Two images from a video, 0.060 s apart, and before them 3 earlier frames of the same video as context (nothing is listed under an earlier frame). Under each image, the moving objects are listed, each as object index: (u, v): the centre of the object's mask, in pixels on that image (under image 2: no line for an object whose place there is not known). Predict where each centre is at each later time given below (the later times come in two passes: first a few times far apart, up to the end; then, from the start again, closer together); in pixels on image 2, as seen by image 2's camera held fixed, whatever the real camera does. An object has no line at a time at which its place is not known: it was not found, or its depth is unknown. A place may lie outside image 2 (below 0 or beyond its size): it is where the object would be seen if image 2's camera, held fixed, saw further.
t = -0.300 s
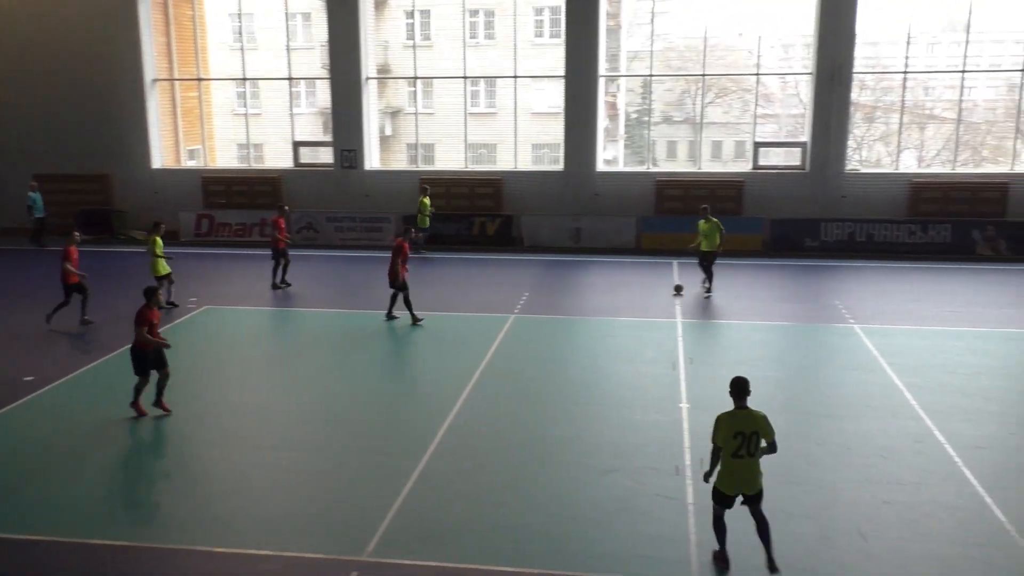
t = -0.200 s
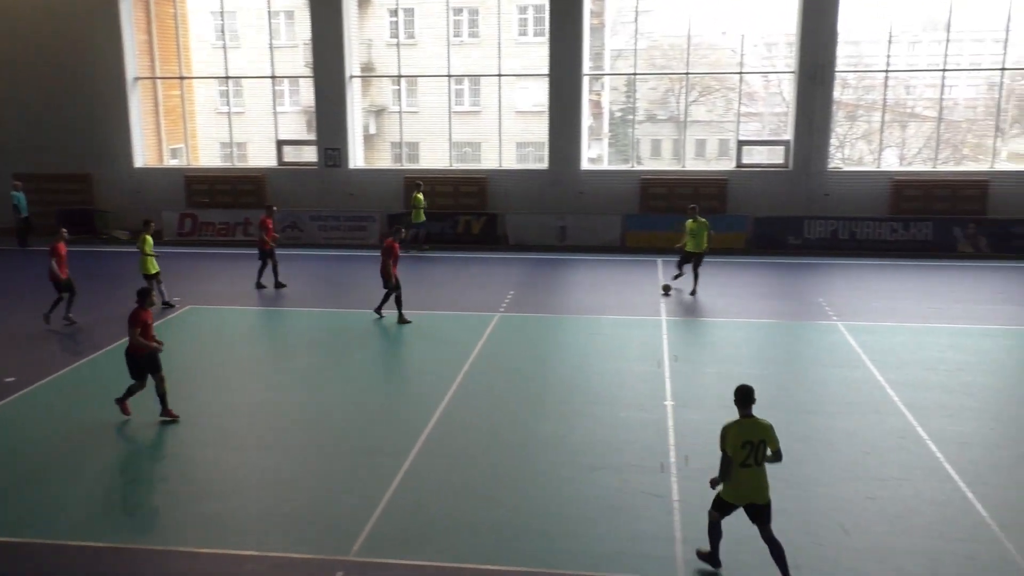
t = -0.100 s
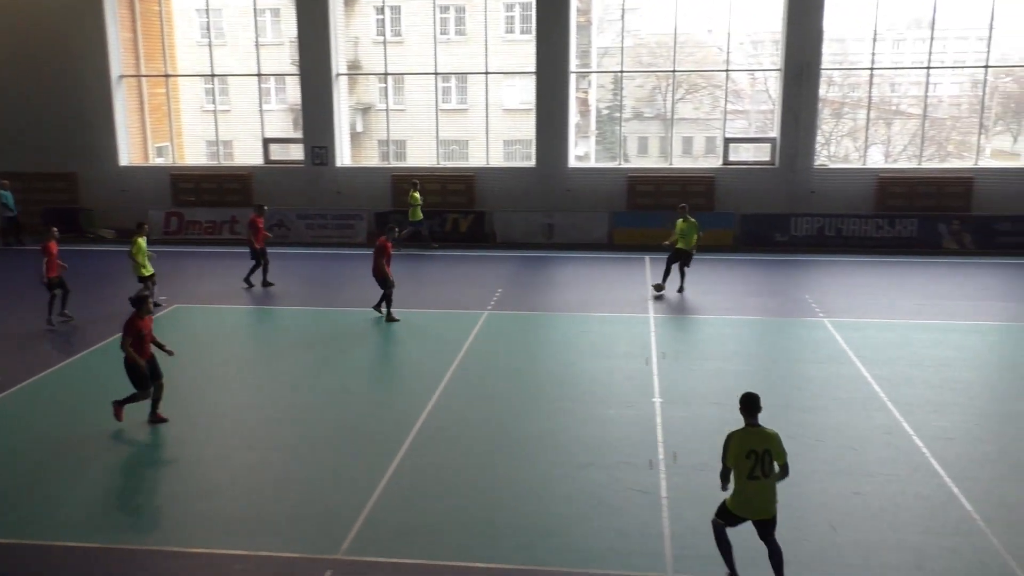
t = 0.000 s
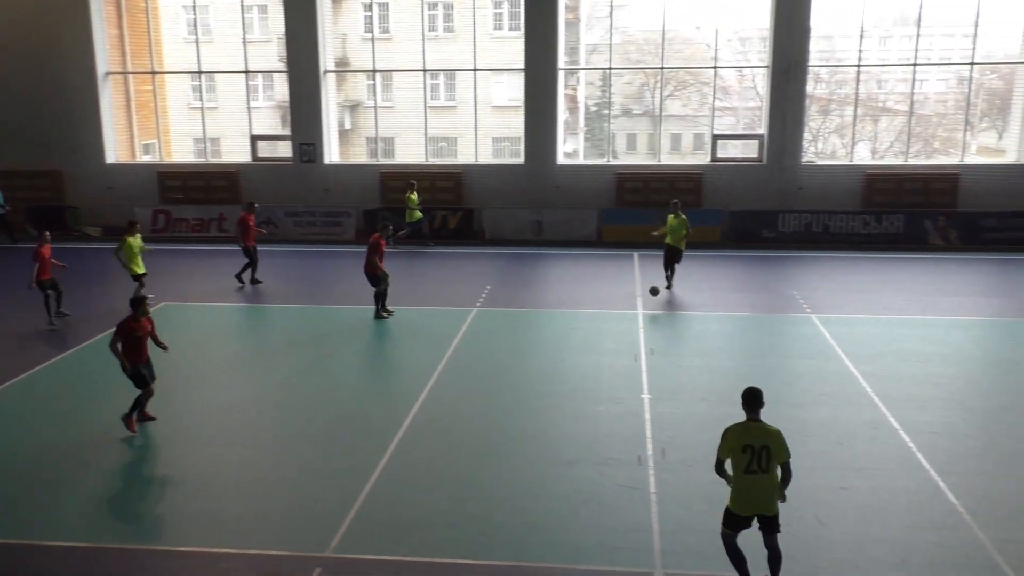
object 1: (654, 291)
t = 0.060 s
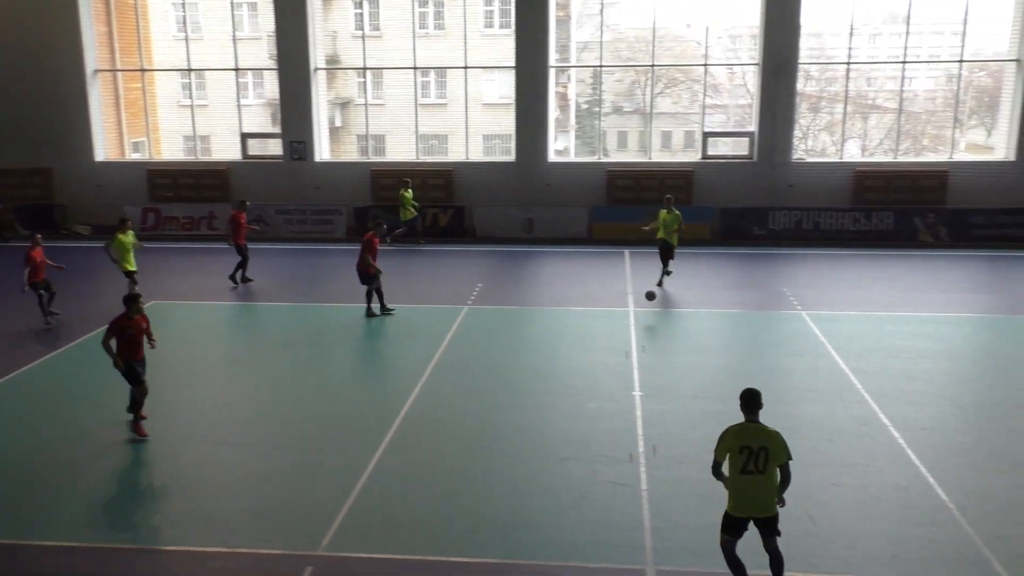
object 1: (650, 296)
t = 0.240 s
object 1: (670, 335)
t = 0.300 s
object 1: (679, 356)
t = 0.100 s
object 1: (654, 302)
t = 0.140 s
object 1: (658, 310)
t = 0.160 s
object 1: (660, 314)
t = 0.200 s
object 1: (665, 324)
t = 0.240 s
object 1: (670, 335)
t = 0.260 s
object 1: (673, 342)
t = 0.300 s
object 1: (679, 356)
